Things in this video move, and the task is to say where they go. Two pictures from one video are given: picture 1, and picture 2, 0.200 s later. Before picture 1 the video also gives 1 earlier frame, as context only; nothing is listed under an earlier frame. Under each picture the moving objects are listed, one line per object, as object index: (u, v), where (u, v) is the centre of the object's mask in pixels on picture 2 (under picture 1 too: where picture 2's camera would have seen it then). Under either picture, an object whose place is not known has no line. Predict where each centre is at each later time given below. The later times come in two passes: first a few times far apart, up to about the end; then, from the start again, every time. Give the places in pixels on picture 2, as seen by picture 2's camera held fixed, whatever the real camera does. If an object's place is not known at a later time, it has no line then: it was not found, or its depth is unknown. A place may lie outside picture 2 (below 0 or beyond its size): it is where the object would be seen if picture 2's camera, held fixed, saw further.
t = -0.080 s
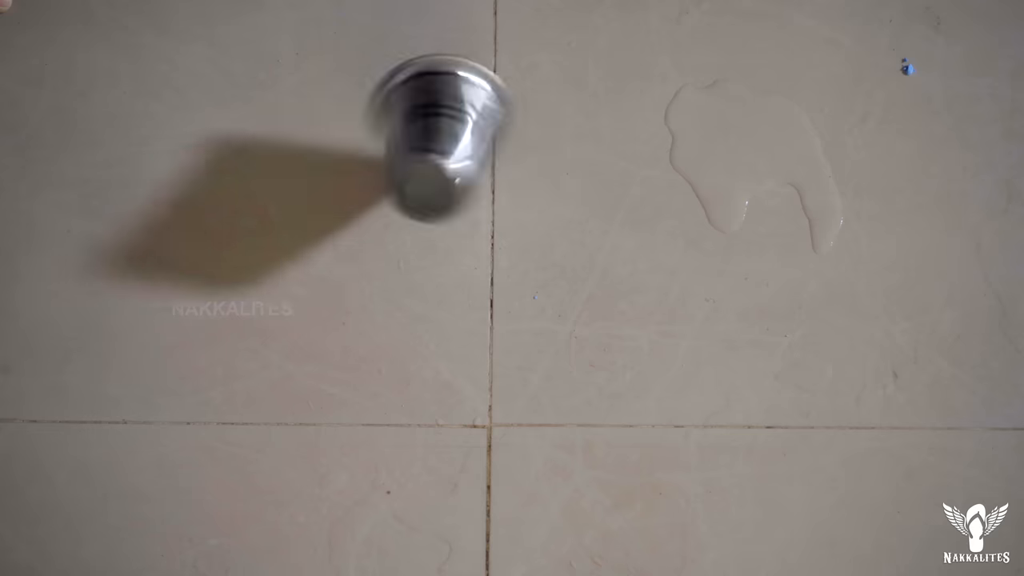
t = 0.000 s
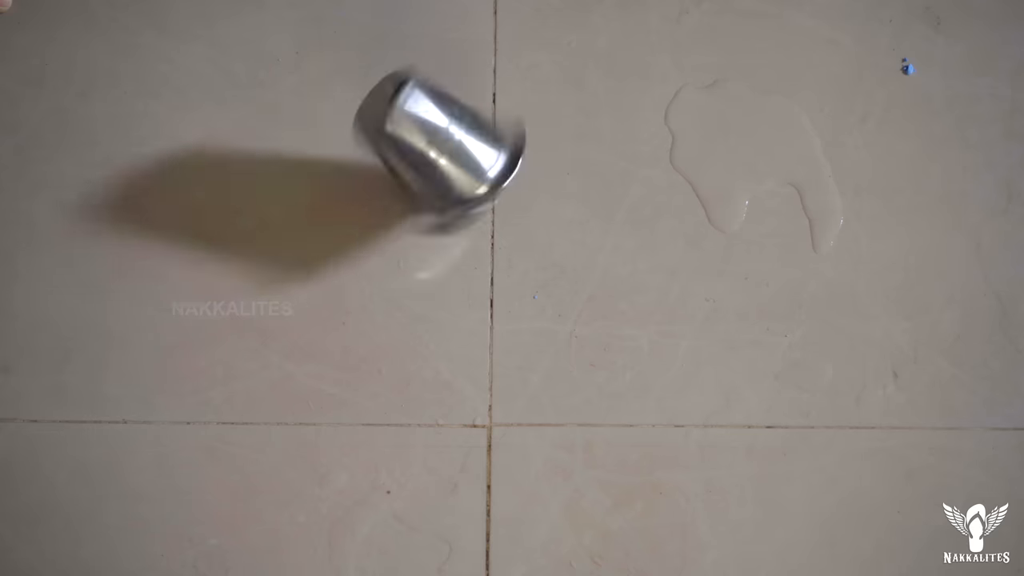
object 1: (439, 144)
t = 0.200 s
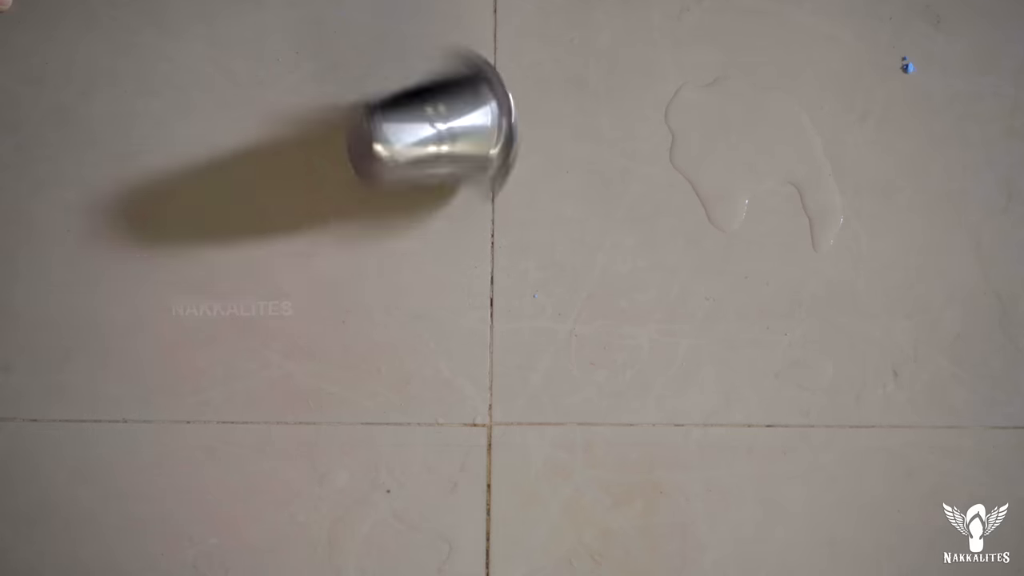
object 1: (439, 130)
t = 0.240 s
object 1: (427, 136)
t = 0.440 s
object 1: (444, 131)
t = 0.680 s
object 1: (446, 142)
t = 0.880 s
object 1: (427, 131)
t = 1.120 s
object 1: (419, 132)
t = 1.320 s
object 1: (411, 142)
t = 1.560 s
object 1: (415, 145)
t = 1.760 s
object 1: (432, 145)
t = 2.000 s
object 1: (431, 157)
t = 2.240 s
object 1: (423, 160)
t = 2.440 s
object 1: (433, 143)
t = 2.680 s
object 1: (445, 123)
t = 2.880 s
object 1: (425, 146)
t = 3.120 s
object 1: (415, 165)
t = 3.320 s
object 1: (415, 168)
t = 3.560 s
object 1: (421, 153)
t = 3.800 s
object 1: (440, 157)
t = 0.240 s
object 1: (427, 136)
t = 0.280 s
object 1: (425, 134)
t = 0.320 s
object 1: (416, 138)
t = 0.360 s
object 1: (417, 125)
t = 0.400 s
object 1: (429, 118)
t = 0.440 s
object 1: (444, 131)
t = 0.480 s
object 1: (436, 138)
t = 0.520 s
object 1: (433, 140)
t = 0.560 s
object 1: (421, 145)
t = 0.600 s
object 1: (420, 133)
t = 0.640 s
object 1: (435, 128)
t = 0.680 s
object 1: (446, 142)
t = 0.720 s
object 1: (436, 147)
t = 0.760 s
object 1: (431, 149)
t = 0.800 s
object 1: (422, 154)
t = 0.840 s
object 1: (415, 142)
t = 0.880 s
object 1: (427, 131)
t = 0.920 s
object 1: (441, 142)
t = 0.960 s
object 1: (432, 148)
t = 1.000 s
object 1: (424, 150)
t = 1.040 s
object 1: (417, 154)
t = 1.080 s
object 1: (411, 144)
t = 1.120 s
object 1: (419, 132)
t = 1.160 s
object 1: (435, 137)
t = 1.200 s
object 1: (431, 145)
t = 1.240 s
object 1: (422, 146)
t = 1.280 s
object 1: (420, 149)
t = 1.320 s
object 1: (411, 142)
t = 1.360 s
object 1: (416, 131)
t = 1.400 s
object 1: (441, 120)
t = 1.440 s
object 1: (434, 141)
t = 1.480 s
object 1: (425, 144)
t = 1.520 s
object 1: (426, 144)
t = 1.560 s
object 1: (415, 145)
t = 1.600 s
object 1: (416, 134)
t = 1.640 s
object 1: (438, 114)
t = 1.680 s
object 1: (442, 140)
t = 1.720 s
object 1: (433, 144)
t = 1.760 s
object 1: (432, 145)
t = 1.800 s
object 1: (423, 151)
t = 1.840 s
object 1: (421, 140)
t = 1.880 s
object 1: (434, 134)
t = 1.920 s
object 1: (446, 143)
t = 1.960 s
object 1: (439, 153)
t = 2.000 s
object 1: (431, 157)
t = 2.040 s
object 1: (428, 157)
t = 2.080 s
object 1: (417, 154)
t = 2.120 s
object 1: (421, 144)
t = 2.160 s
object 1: (444, 132)
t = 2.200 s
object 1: (434, 158)
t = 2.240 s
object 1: (423, 160)
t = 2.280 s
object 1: (423, 158)
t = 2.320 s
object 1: (410, 160)
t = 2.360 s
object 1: (409, 147)
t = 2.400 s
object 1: (422, 122)
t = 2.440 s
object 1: (433, 143)
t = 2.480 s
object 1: (426, 149)
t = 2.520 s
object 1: (420, 149)
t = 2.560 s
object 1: (419, 150)
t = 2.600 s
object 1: (414, 143)
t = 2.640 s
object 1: (421, 135)
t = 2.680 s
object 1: (445, 123)
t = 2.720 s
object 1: (441, 143)
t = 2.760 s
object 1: (432, 151)
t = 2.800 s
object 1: (436, 151)
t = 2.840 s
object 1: (426, 155)
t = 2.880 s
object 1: (425, 146)
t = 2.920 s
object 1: (439, 143)
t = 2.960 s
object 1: (447, 153)
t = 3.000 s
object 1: (437, 165)
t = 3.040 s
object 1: (432, 172)
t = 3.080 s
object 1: (430, 167)
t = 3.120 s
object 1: (415, 165)
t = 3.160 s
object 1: (415, 154)
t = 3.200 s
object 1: (436, 138)
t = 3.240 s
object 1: (431, 161)
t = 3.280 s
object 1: (419, 168)
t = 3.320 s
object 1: (415, 168)
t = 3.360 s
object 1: (412, 165)
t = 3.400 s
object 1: (405, 157)
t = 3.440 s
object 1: (412, 143)
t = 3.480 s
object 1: (427, 140)
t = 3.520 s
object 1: (428, 150)
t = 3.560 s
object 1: (421, 153)
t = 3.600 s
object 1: (424, 150)
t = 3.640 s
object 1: (418, 153)
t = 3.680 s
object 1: (419, 142)
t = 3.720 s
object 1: (432, 138)
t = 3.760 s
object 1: (445, 145)
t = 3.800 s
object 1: (440, 157)
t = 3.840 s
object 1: (436, 164)
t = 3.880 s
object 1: (438, 161)
